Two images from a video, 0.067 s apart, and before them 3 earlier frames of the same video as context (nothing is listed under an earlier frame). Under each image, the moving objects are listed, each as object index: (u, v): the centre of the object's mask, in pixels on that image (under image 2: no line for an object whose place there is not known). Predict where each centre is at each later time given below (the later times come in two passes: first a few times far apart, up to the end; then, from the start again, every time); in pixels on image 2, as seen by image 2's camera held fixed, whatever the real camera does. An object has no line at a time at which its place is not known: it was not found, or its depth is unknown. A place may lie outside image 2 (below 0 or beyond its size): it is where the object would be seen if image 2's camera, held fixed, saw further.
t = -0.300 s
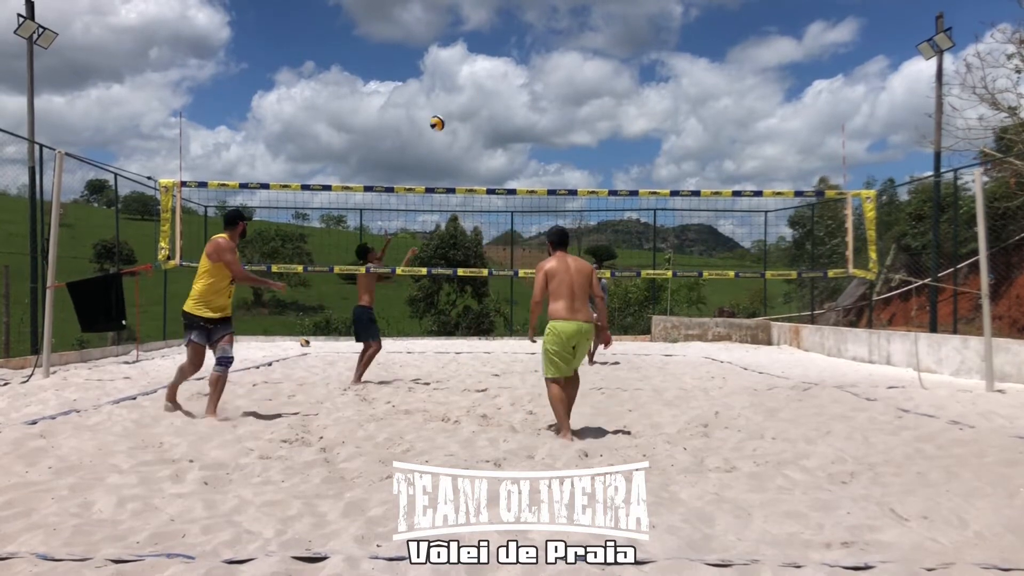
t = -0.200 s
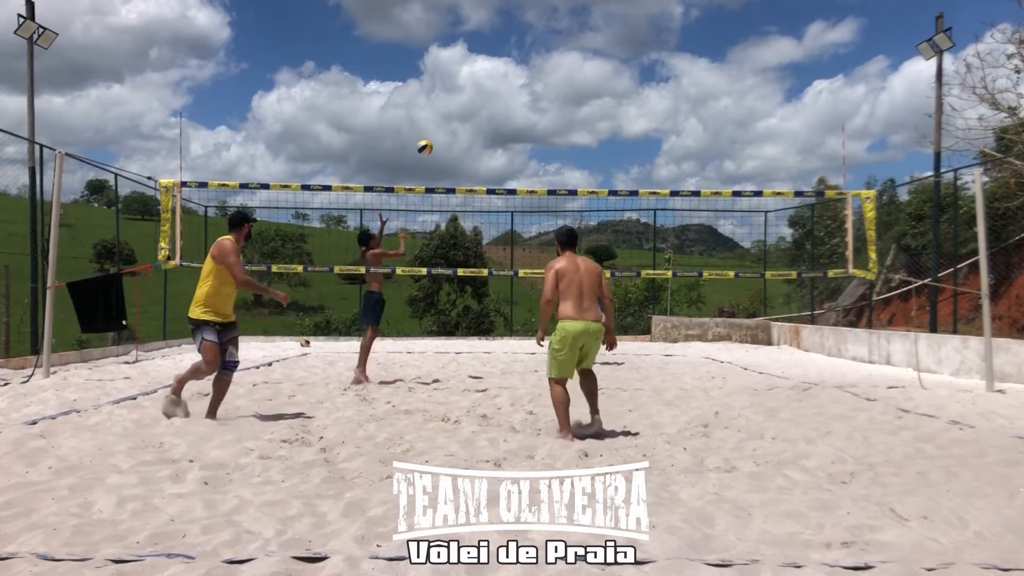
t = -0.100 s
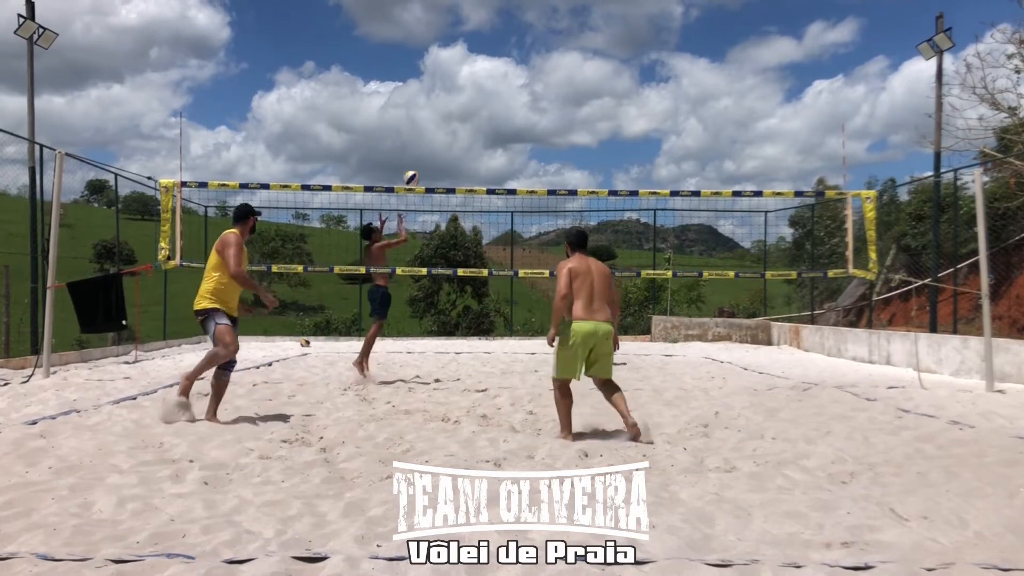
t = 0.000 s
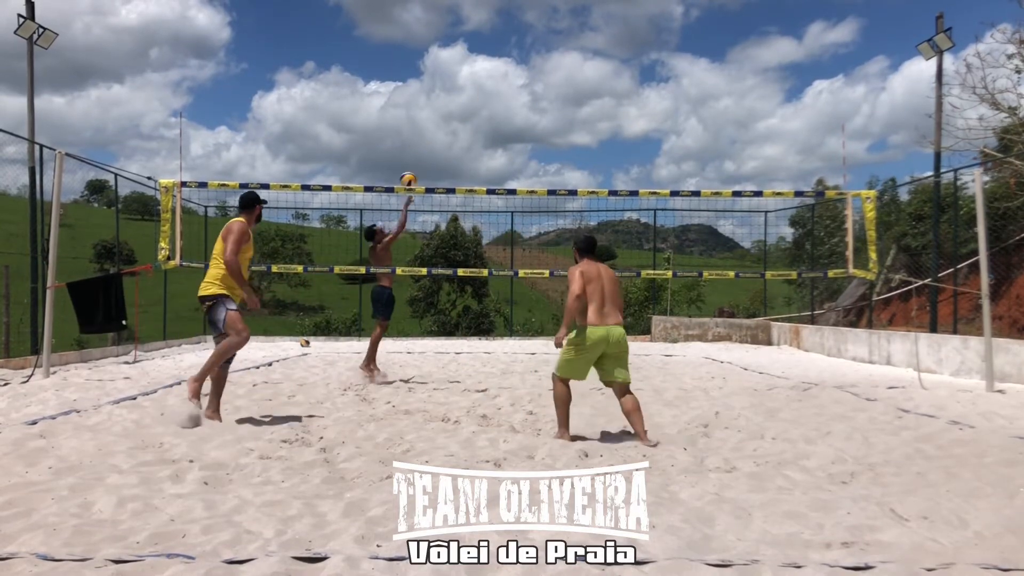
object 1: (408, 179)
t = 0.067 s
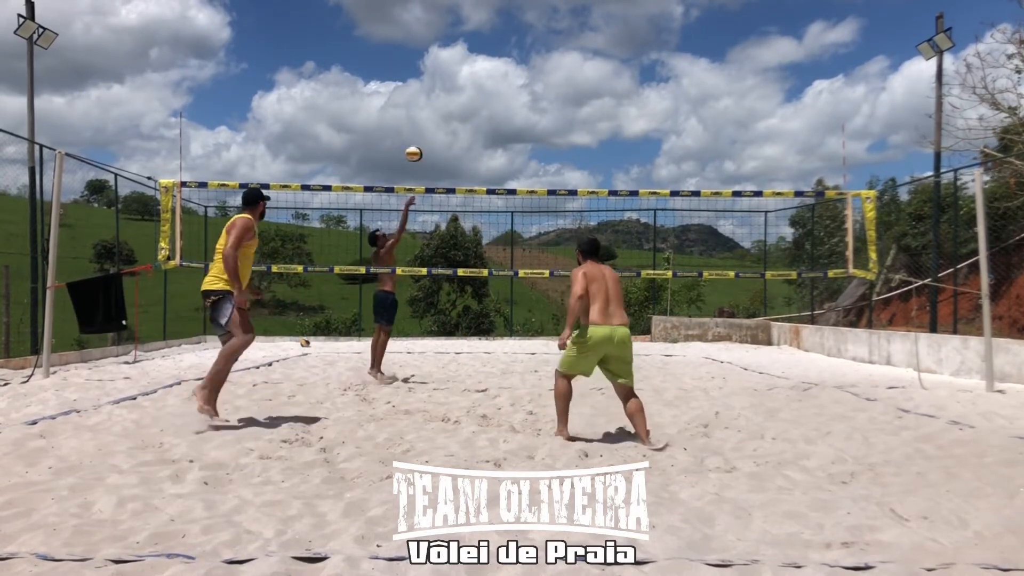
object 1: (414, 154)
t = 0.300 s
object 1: (438, 82)
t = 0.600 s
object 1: (478, 53)
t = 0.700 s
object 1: (493, 64)
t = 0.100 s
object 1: (417, 142)
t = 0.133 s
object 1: (420, 130)
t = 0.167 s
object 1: (423, 119)
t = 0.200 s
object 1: (427, 109)
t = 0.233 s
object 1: (431, 99)
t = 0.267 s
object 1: (434, 90)
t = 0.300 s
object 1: (438, 82)
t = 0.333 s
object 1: (442, 75)
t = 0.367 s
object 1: (446, 69)
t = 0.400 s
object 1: (450, 64)
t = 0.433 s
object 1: (455, 60)
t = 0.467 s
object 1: (459, 56)
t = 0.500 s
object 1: (464, 53)
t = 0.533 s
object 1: (468, 52)
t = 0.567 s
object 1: (473, 52)
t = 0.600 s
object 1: (478, 53)
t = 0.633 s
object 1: (483, 55)
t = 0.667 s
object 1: (488, 58)
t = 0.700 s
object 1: (493, 64)
